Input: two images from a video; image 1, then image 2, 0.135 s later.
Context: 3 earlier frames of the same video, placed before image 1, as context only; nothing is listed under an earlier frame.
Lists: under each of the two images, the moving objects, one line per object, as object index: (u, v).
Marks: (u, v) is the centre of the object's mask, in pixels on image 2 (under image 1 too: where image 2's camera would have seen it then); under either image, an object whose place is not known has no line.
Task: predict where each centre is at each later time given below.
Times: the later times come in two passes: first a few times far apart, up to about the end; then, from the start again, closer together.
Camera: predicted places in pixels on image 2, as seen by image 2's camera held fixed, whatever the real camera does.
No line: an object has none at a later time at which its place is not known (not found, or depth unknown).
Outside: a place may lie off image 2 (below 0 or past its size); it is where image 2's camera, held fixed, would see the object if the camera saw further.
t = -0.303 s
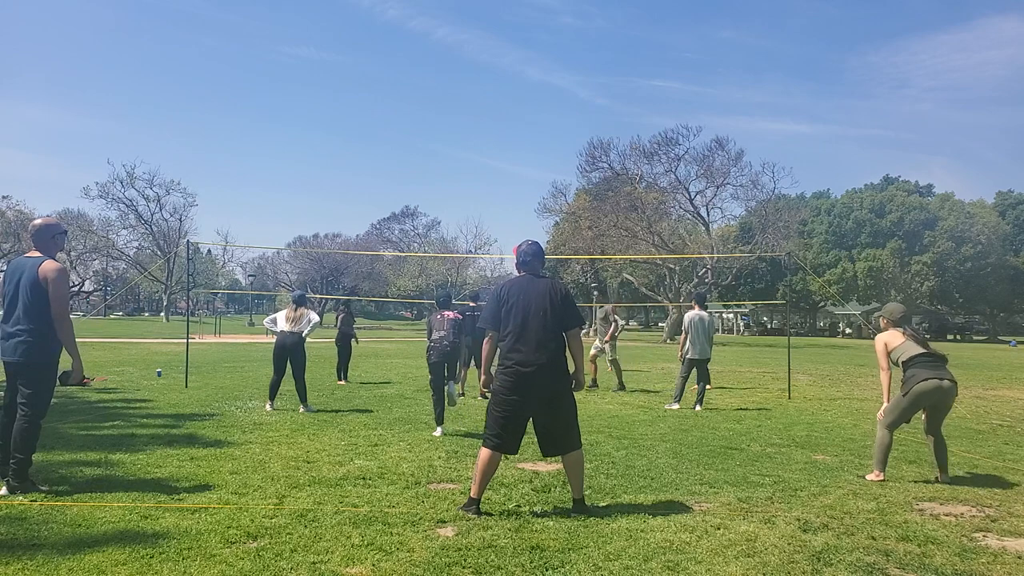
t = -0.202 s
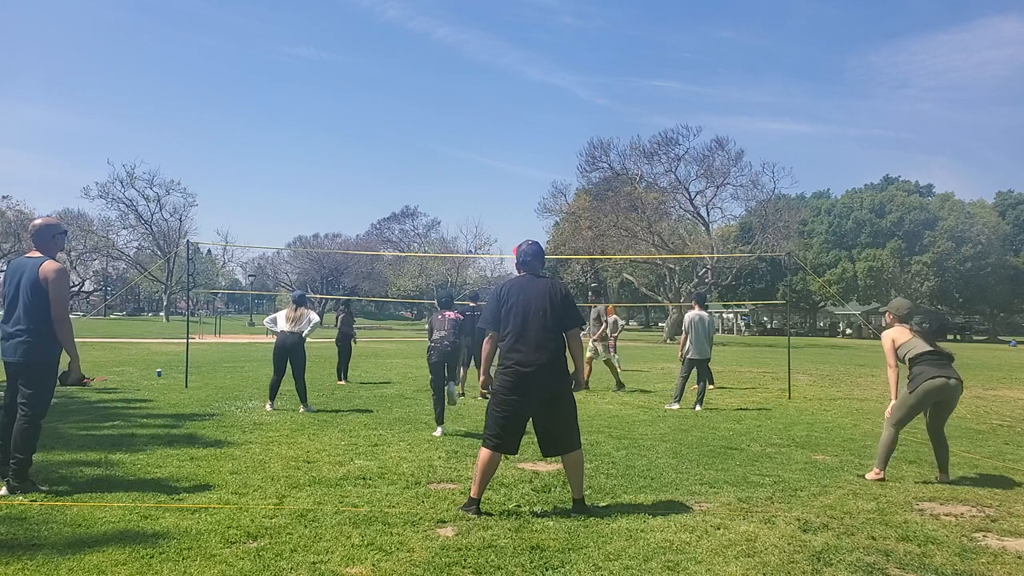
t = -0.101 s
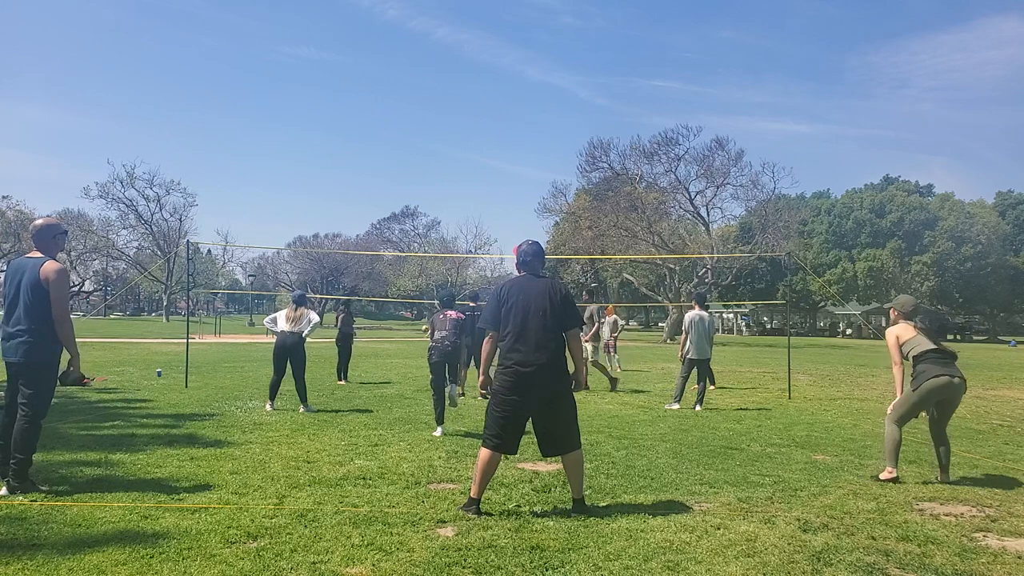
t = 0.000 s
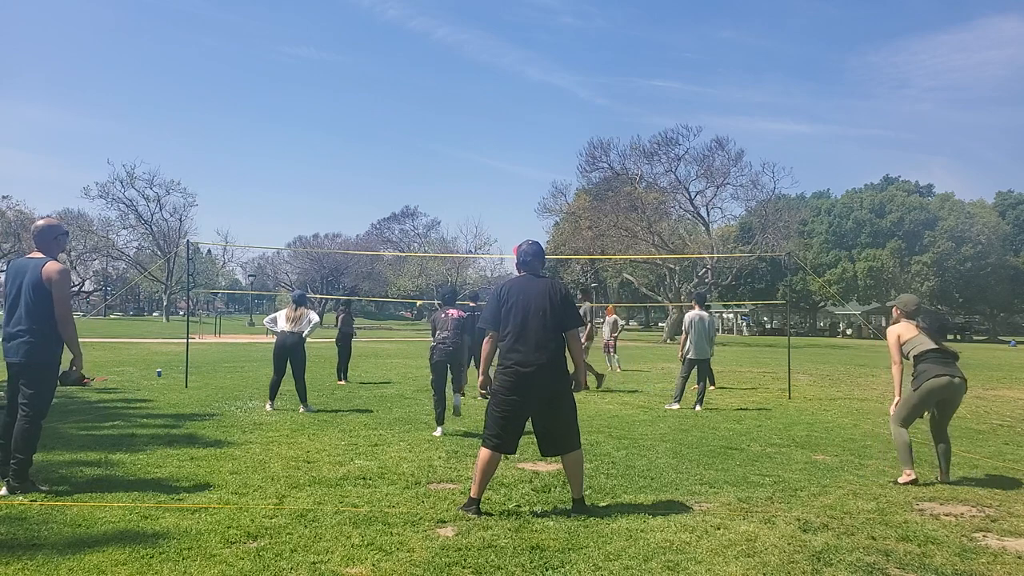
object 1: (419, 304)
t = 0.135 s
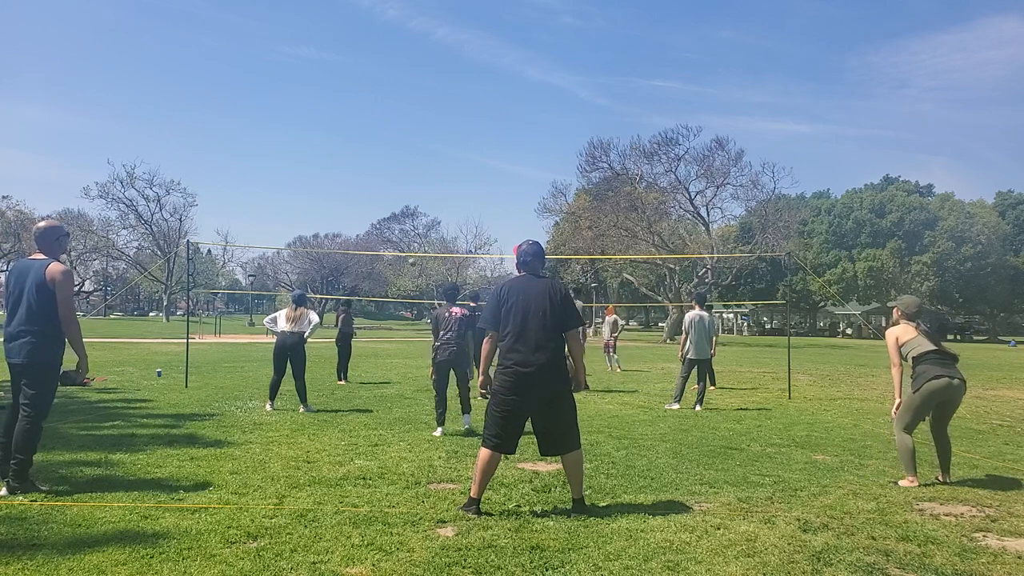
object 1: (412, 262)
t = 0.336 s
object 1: (401, 201)
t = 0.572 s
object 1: (384, 139)
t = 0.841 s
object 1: (360, 92)
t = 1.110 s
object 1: (330, 81)
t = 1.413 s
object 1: (291, 136)
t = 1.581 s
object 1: (267, 215)
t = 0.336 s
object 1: (401, 201)
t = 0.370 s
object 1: (399, 192)
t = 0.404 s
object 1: (396, 182)
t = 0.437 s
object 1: (394, 173)
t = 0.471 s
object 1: (392, 164)
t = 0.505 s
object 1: (389, 155)
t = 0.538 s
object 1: (387, 147)
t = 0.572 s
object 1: (384, 139)
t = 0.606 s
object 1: (382, 132)
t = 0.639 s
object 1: (379, 125)
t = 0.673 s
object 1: (376, 118)
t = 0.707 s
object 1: (373, 112)
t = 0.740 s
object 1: (370, 106)
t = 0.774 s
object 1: (367, 101)
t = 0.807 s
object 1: (364, 96)
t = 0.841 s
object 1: (360, 92)
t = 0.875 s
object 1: (357, 88)
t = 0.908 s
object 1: (353, 85)
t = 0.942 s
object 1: (349, 82)
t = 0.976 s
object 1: (346, 80)
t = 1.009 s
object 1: (342, 79)
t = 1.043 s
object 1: (338, 79)
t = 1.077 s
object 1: (334, 79)
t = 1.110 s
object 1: (330, 81)
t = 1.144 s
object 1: (326, 83)
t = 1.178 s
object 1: (322, 86)
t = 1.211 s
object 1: (318, 90)
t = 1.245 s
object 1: (314, 94)
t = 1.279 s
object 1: (309, 101)
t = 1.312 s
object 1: (305, 107)
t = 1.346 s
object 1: (300, 116)
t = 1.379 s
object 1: (296, 125)
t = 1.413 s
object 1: (291, 136)
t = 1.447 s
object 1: (287, 148)
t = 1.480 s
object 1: (282, 163)
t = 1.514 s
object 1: (277, 178)
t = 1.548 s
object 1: (272, 195)
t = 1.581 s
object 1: (267, 215)
